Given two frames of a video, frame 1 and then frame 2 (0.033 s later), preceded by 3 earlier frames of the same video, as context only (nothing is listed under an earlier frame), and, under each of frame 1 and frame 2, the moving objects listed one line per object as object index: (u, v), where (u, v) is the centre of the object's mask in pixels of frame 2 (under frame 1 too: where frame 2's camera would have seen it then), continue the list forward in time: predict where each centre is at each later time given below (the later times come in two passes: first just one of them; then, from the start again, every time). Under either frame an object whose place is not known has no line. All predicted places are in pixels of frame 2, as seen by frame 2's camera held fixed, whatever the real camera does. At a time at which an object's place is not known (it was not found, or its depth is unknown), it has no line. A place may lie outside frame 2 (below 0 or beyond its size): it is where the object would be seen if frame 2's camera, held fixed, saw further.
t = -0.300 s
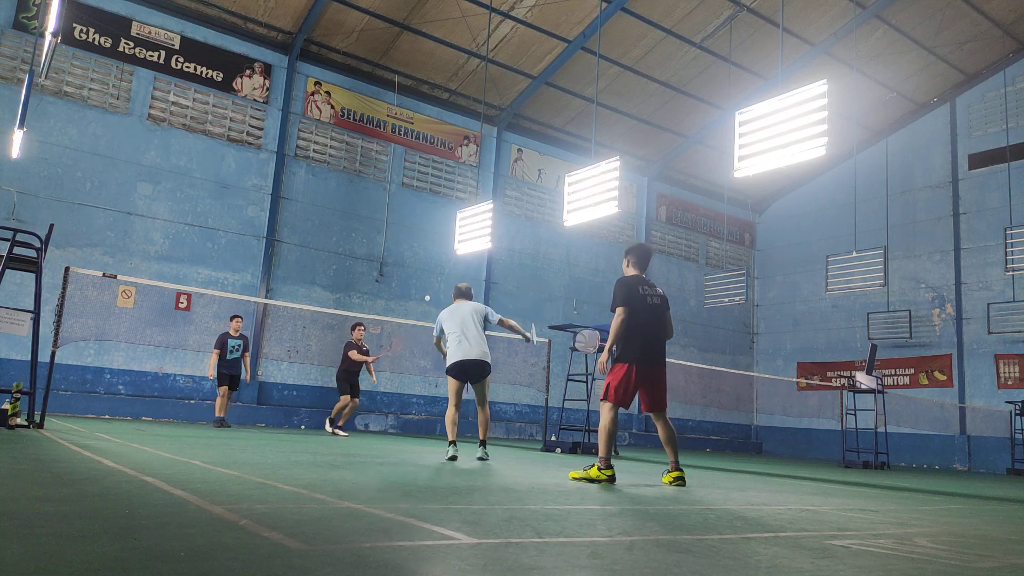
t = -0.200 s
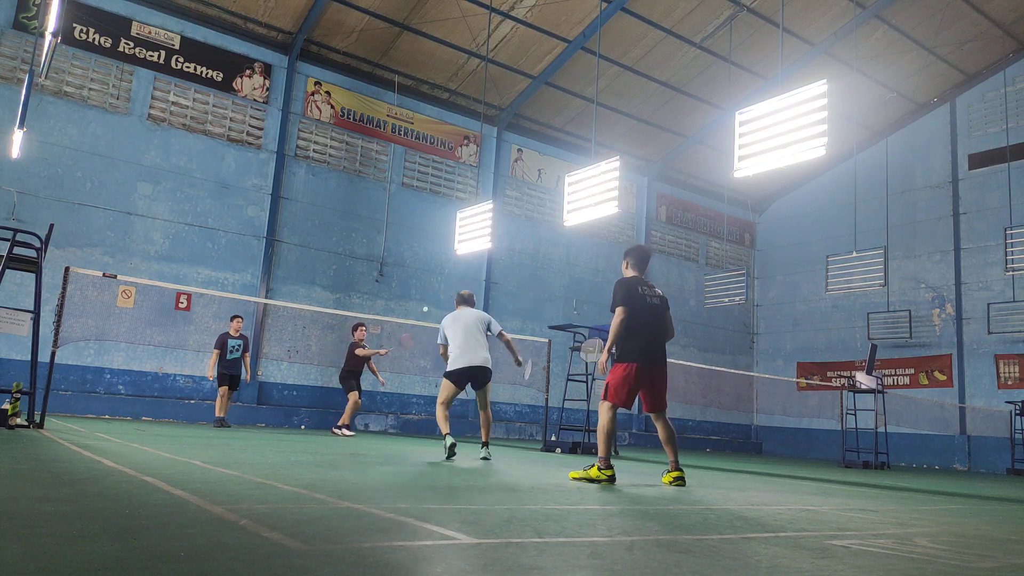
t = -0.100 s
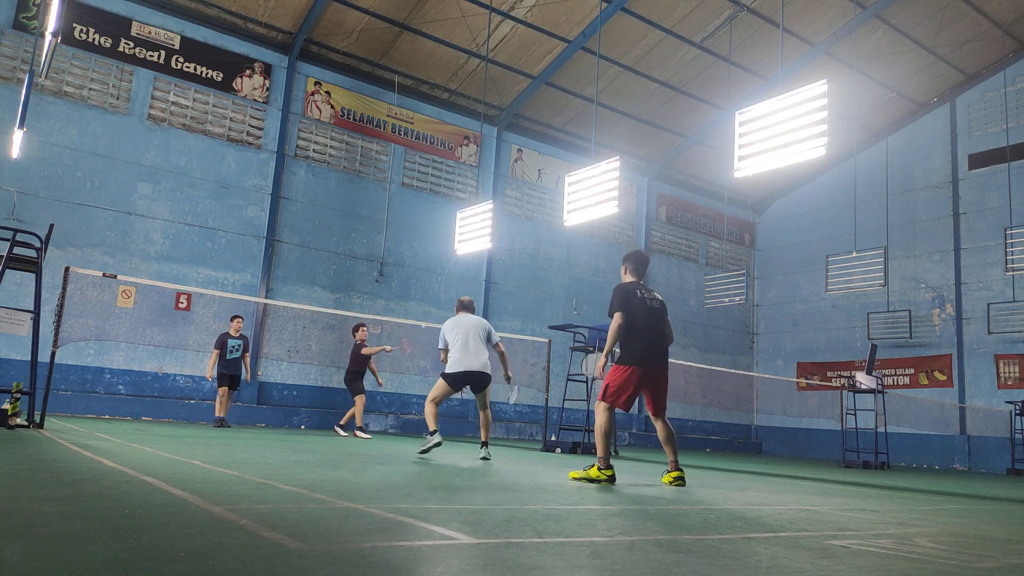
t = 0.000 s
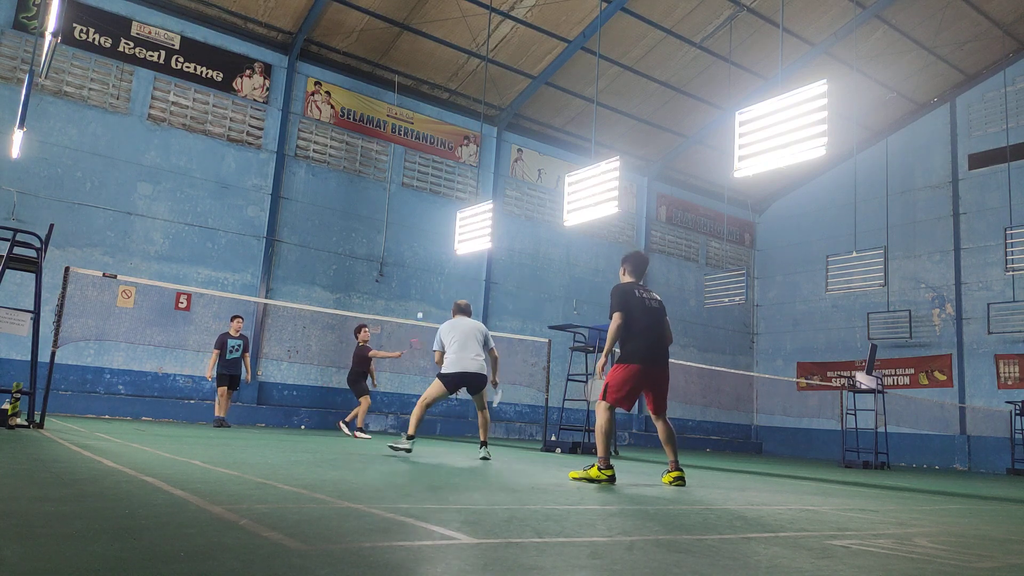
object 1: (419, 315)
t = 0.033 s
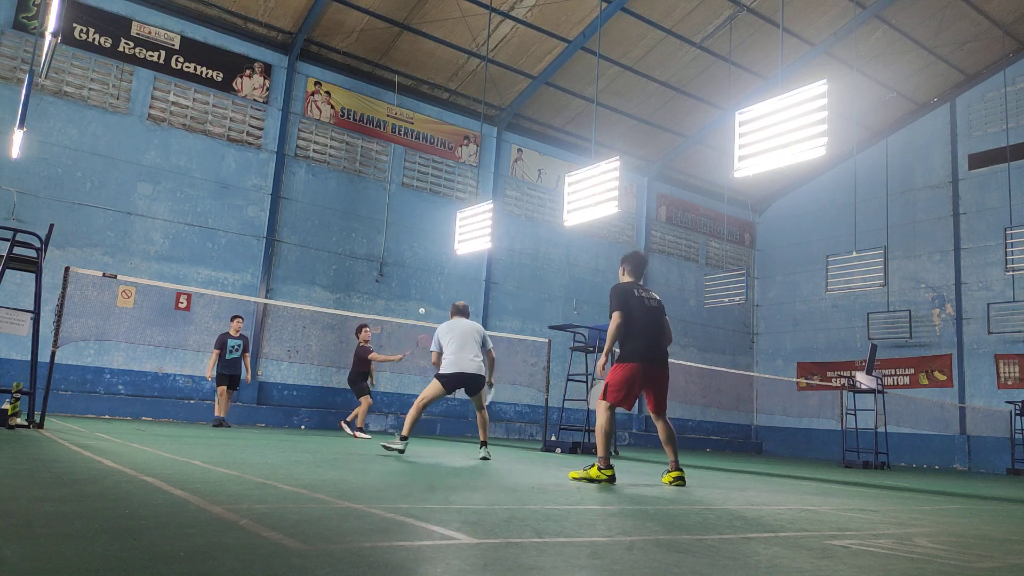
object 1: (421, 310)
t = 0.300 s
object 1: (417, 293)
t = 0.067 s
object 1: (421, 305)
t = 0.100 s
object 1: (421, 300)
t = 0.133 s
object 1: (421, 296)
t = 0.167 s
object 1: (420, 293)
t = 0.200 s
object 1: (420, 292)
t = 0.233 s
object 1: (419, 291)
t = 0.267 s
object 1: (418, 291)
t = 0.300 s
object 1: (417, 293)
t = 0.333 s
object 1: (417, 294)
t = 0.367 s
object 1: (415, 299)
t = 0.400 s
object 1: (414, 305)
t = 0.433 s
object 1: (413, 313)
